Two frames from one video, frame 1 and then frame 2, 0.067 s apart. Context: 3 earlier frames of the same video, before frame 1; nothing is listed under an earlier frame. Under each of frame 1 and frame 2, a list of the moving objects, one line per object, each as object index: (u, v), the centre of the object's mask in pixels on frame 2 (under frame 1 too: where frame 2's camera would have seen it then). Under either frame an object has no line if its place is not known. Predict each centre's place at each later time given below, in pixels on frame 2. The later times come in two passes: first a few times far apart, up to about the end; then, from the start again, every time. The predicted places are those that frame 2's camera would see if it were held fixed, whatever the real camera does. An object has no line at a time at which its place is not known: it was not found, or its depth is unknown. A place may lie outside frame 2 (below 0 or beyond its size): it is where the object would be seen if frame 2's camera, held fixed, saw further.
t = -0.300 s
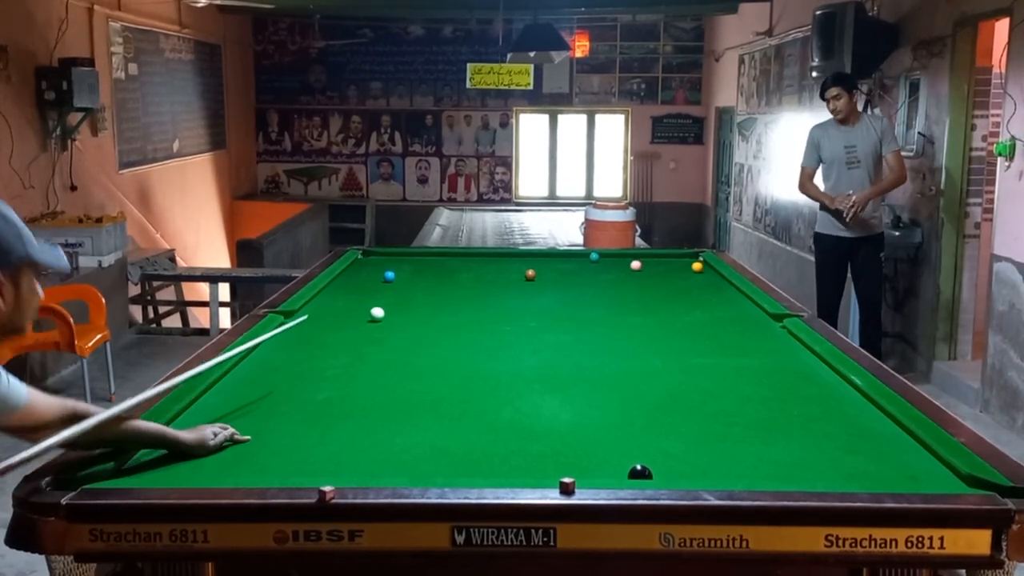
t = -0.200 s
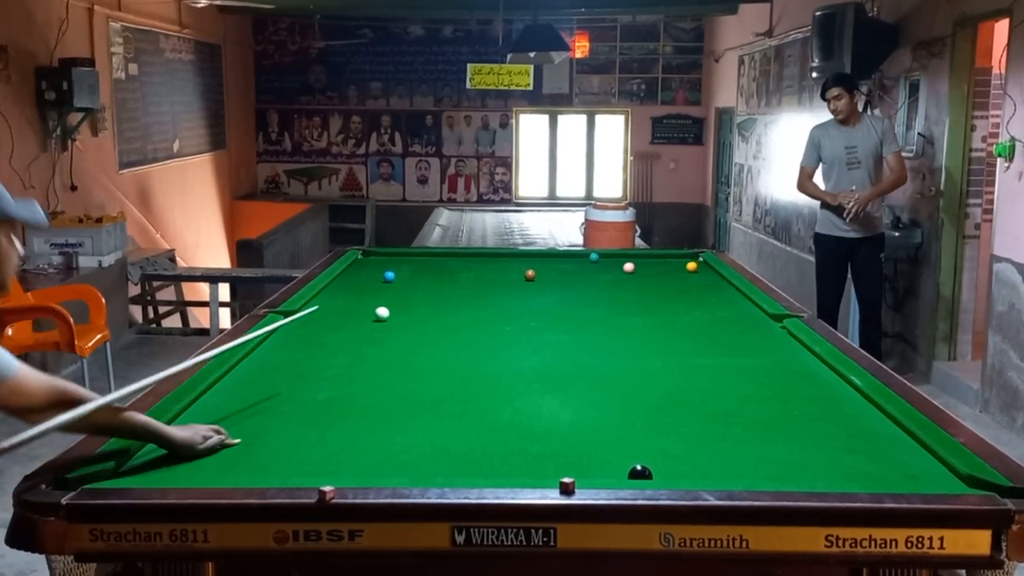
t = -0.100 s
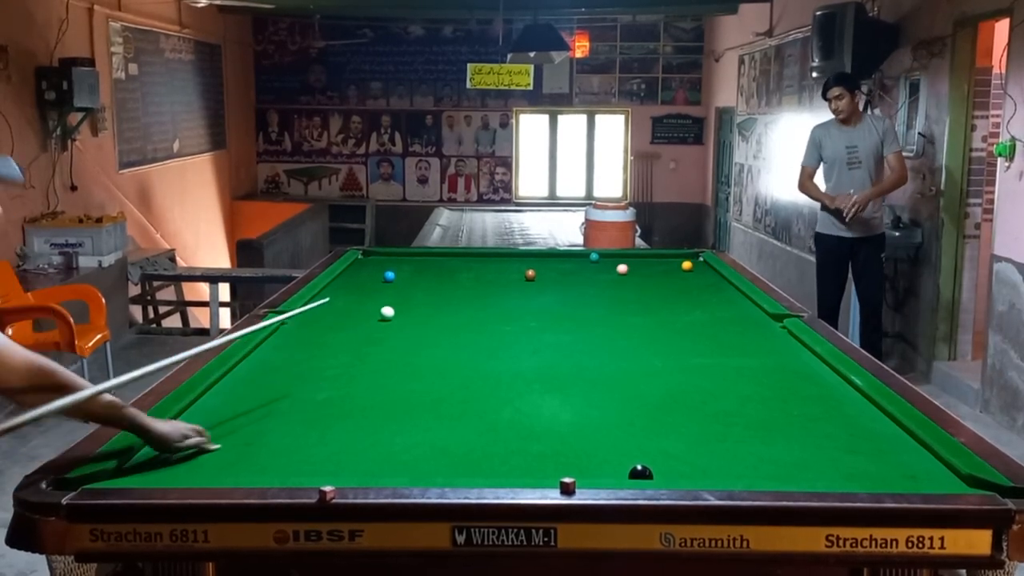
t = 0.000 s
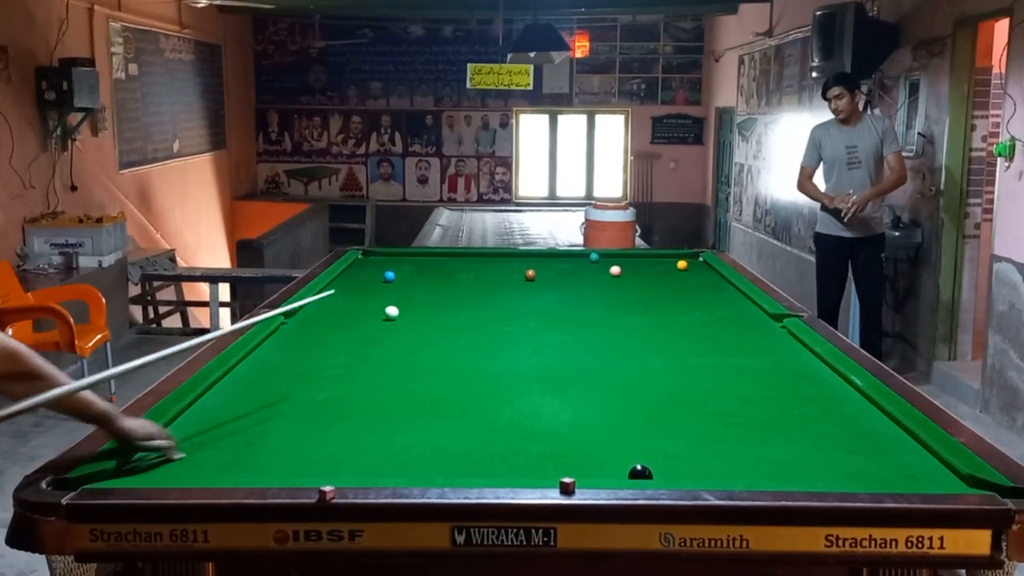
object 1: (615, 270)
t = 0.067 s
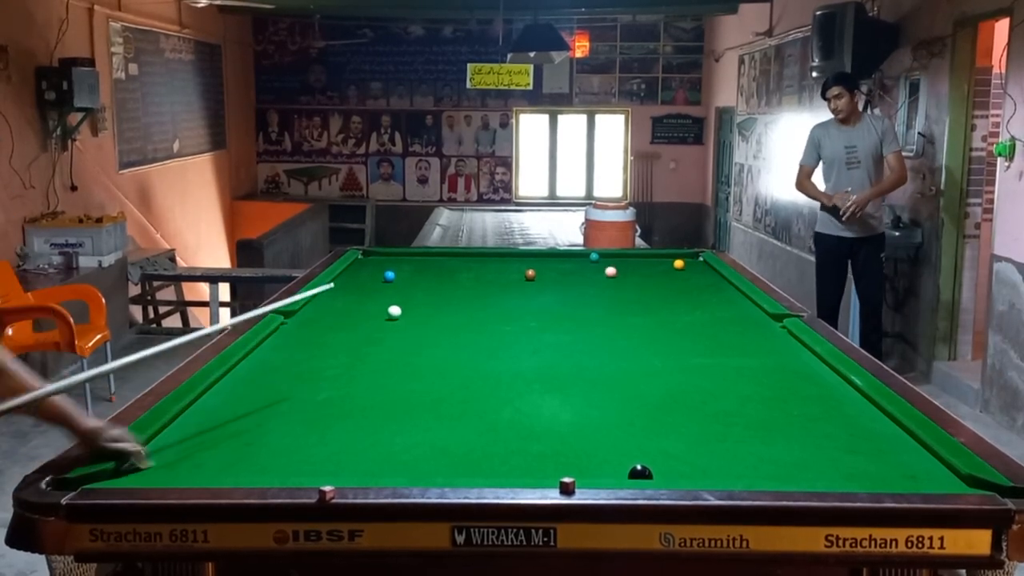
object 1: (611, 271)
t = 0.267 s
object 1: (597, 275)
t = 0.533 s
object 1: (579, 280)
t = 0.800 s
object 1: (561, 285)
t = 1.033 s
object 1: (545, 289)
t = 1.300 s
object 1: (526, 294)
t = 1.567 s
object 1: (508, 298)
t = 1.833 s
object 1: (490, 303)
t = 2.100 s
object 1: (472, 308)
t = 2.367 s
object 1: (453, 312)
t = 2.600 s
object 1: (438, 316)
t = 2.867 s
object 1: (421, 320)
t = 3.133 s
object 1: (405, 324)
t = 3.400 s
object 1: (389, 328)
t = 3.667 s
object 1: (375, 332)
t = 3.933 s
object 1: (362, 335)
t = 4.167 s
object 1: (352, 337)
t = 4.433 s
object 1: (342, 340)
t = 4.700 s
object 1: (332, 342)
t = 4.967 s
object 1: (324, 344)
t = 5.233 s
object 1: (317, 345)
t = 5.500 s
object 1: (314, 346)
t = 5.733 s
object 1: (312, 346)
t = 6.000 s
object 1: (312, 346)
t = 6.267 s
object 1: (311, 346)
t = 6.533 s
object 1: (311, 346)
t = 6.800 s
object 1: (311, 346)
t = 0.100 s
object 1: (608, 272)
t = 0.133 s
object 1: (606, 273)
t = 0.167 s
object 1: (604, 273)
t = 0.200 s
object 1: (602, 274)
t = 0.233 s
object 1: (600, 274)
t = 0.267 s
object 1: (597, 275)
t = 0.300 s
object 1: (595, 276)
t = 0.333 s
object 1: (593, 276)
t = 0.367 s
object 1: (590, 277)
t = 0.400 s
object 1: (588, 278)
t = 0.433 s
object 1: (586, 278)
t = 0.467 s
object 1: (583, 279)
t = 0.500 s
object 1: (581, 279)
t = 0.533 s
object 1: (579, 280)
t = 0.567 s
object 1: (576, 281)
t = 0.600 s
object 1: (574, 281)
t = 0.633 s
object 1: (572, 282)
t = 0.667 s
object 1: (570, 282)
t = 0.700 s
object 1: (568, 283)
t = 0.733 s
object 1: (565, 284)
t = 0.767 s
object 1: (563, 284)
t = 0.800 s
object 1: (561, 285)
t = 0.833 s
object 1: (558, 285)
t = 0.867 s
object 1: (556, 286)
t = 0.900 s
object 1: (554, 287)
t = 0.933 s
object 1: (552, 287)
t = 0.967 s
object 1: (549, 288)
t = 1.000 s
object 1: (547, 288)
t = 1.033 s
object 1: (545, 289)
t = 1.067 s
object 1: (542, 290)
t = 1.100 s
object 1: (540, 290)
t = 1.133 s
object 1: (538, 291)
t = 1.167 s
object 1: (536, 291)
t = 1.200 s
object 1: (534, 292)
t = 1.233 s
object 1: (531, 293)
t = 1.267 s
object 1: (529, 293)
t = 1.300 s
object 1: (526, 294)
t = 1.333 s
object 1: (524, 294)
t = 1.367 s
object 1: (522, 295)
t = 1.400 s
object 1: (519, 295)
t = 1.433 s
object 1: (517, 296)
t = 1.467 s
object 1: (515, 297)
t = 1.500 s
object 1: (513, 297)
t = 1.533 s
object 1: (510, 298)
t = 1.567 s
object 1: (508, 298)
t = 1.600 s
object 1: (506, 299)
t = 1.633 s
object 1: (504, 300)
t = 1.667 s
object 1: (501, 300)
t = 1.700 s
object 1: (499, 301)
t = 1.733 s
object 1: (497, 301)
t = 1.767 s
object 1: (494, 302)
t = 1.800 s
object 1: (492, 303)
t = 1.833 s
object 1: (490, 303)
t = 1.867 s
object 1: (488, 304)
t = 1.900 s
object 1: (485, 304)
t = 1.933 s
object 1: (483, 305)
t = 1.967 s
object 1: (481, 306)
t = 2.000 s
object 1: (478, 306)
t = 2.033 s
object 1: (476, 307)
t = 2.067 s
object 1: (474, 307)
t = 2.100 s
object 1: (472, 308)
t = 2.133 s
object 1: (469, 309)
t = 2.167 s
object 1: (467, 309)
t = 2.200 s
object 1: (465, 310)
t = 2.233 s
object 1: (462, 310)
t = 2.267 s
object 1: (460, 311)
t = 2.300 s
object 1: (458, 311)
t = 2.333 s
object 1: (455, 312)
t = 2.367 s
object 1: (453, 312)
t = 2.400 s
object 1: (451, 313)
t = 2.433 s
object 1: (449, 313)
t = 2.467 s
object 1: (447, 314)
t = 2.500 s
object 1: (445, 315)
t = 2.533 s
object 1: (442, 315)
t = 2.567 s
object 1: (440, 316)
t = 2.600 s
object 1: (438, 316)
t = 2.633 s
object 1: (436, 317)
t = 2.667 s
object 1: (434, 317)
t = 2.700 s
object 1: (431, 318)
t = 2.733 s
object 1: (430, 318)
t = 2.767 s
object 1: (428, 319)
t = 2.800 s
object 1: (425, 319)
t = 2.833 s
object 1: (423, 319)
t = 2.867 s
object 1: (421, 320)
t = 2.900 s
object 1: (419, 321)
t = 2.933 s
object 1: (417, 321)
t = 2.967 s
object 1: (415, 321)
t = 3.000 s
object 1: (413, 322)
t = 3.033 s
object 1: (411, 323)
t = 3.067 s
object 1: (408, 323)
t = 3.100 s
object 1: (407, 324)
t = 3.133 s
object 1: (405, 324)
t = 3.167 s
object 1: (403, 324)
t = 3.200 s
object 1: (401, 325)
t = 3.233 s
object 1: (399, 326)
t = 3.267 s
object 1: (397, 326)
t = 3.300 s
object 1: (395, 327)
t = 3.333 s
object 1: (393, 327)
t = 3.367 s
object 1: (391, 328)
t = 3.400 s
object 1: (389, 328)
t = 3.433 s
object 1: (387, 329)
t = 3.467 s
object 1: (386, 329)
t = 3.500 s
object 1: (384, 330)
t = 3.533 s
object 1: (382, 330)
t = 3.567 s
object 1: (380, 331)
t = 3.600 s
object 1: (379, 331)
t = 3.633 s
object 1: (377, 331)
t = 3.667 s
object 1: (375, 332)
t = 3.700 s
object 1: (373, 332)
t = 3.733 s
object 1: (372, 333)
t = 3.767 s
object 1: (370, 333)
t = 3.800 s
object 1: (369, 333)
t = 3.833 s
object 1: (367, 334)
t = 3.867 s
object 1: (366, 334)
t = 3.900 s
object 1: (364, 334)
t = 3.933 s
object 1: (362, 335)
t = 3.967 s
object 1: (361, 335)
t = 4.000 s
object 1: (359, 336)
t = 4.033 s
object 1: (358, 336)
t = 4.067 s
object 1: (356, 336)
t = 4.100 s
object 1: (355, 337)
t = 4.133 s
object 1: (353, 337)
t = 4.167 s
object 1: (352, 337)
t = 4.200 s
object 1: (351, 338)
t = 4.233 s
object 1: (349, 338)
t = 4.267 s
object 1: (348, 338)
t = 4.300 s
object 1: (347, 339)
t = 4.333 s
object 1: (345, 339)
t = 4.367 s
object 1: (344, 340)
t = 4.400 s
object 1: (343, 340)
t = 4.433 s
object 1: (342, 340)
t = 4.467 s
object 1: (340, 340)
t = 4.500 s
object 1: (339, 341)
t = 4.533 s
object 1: (338, 341)
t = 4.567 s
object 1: (337, 341)
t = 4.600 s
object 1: (335, 341)
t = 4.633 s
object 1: (334, 342)
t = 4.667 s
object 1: (333, 342)
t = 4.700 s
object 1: (332, 342)
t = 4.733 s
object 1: (331, 342)
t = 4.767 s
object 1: (330, 342)
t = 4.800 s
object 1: (329, 343)
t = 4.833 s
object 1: (328, 343)
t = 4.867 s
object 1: (327, 343)
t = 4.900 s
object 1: (326, 343)
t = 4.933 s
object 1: (325, 344)
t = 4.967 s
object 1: (324, 344)
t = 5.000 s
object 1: (323, 344)
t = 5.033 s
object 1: (322, 344)
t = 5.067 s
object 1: (321, 344)
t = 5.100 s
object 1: (320, 344)
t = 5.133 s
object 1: (319, 344)
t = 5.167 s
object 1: (319, 345)
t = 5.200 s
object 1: (318, 345)
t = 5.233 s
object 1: (317, 345)
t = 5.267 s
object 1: (317, 345)
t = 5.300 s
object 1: (316, 345)
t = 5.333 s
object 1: (316, 345)
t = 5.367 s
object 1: (315, 345)
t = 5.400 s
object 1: (315, 346)
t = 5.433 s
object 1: (314, 346)
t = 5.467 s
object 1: (314, 346)
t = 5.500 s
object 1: (314, 346)
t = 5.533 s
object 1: (313, 346)
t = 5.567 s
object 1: (313, 346)
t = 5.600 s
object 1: (313, 346)
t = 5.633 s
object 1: (312, 346)
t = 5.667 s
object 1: (312, 346)
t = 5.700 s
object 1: (312, 346)
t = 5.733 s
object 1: (312, 346)
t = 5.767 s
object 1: (312, 346)
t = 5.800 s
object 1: (311, 346)
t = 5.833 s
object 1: (311, 346)
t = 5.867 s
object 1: (311, 346)
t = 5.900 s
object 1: (311, 346)
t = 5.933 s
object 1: (311, 346)
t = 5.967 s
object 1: (311, 346)
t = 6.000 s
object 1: (312, 346)
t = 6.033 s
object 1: (312, 346)
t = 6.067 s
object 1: (312, 346)
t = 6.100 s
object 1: (311, 346)
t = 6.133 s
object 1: (311, 346)
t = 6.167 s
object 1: (311, 346)
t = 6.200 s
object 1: (311, 346)
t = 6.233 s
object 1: (311, 346)
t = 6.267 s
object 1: (311, 346)
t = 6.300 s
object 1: (311, 346)
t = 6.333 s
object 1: (312, 346)
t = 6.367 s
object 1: (312, 346)
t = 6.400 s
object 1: (311, 346)
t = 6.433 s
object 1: (312, 346)
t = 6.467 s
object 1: (312, 346)
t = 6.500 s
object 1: (311, 346)
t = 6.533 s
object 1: (311, 346)
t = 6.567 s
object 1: (311, 346)
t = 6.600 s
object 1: (311, 346)
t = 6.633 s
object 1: (311, 346)
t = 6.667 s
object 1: (311, 346)
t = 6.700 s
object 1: (311, 346)
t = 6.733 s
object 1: (311, 346)
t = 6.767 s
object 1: (311, 346)
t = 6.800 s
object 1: (311, 346)
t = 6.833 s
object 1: (311, 346)
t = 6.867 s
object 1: (311, 346)
